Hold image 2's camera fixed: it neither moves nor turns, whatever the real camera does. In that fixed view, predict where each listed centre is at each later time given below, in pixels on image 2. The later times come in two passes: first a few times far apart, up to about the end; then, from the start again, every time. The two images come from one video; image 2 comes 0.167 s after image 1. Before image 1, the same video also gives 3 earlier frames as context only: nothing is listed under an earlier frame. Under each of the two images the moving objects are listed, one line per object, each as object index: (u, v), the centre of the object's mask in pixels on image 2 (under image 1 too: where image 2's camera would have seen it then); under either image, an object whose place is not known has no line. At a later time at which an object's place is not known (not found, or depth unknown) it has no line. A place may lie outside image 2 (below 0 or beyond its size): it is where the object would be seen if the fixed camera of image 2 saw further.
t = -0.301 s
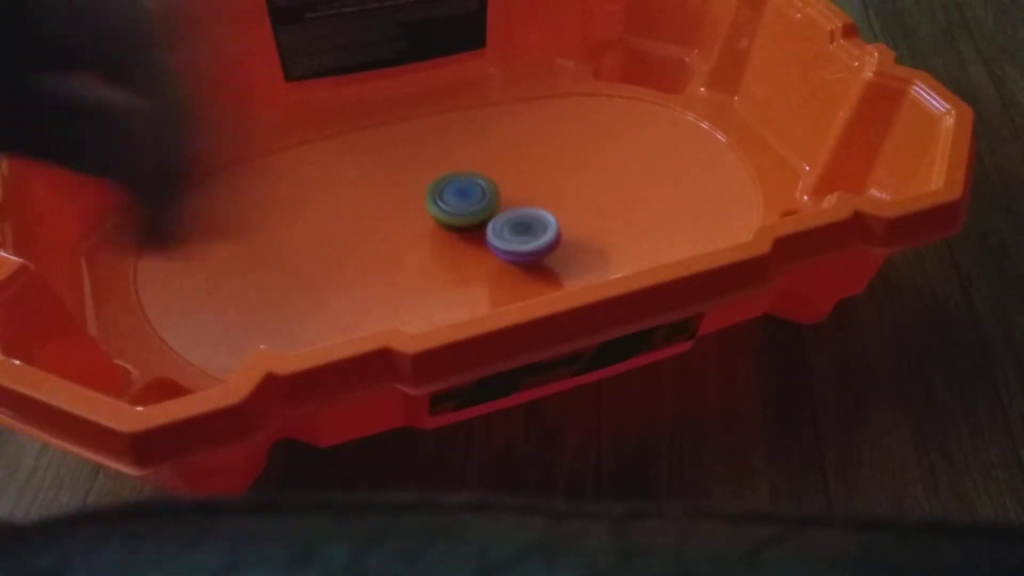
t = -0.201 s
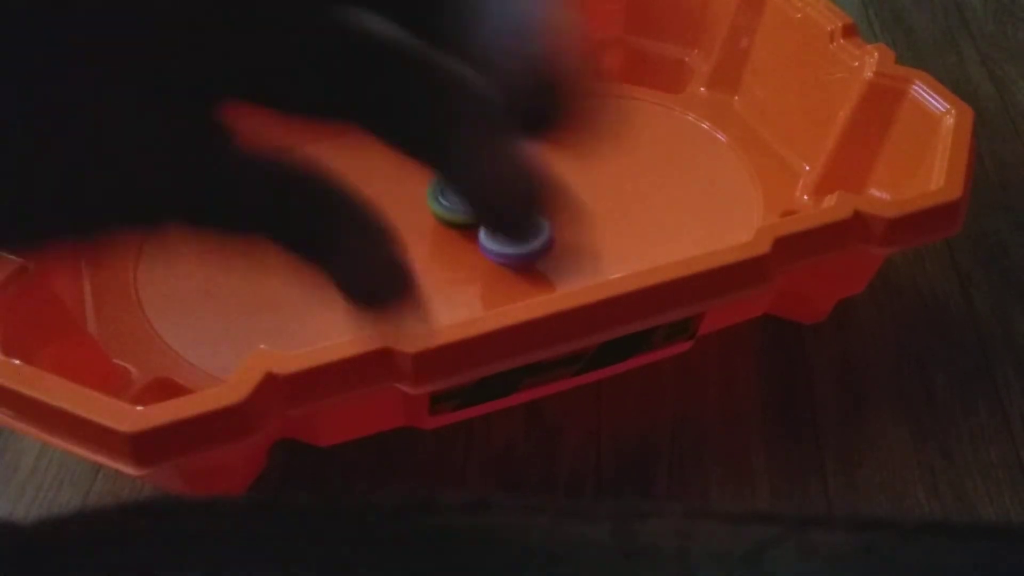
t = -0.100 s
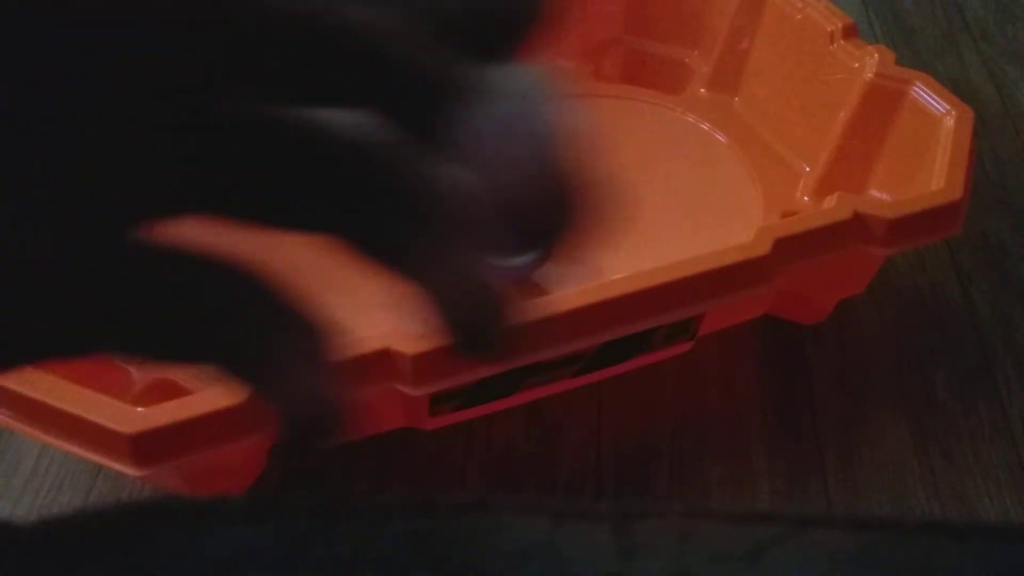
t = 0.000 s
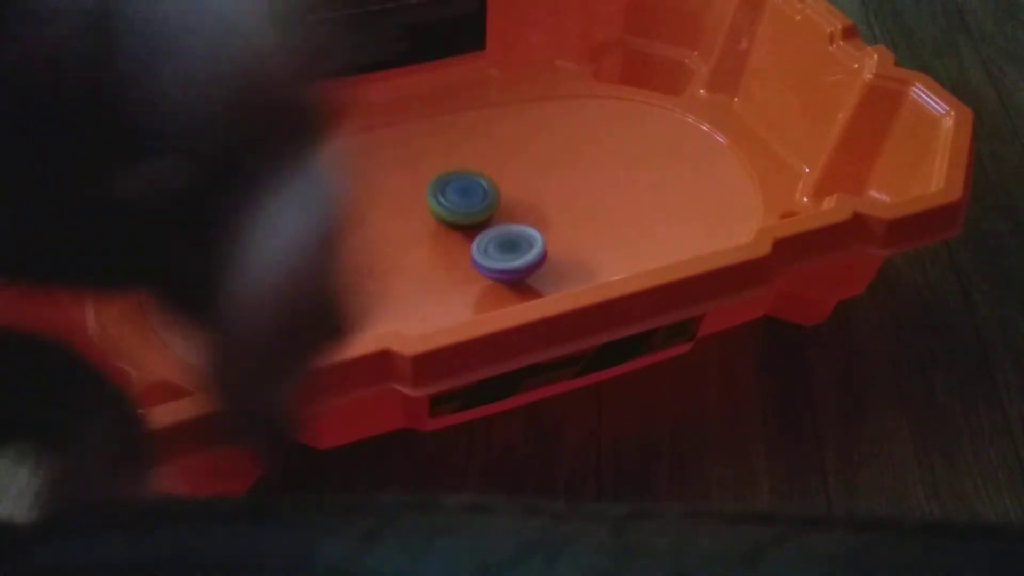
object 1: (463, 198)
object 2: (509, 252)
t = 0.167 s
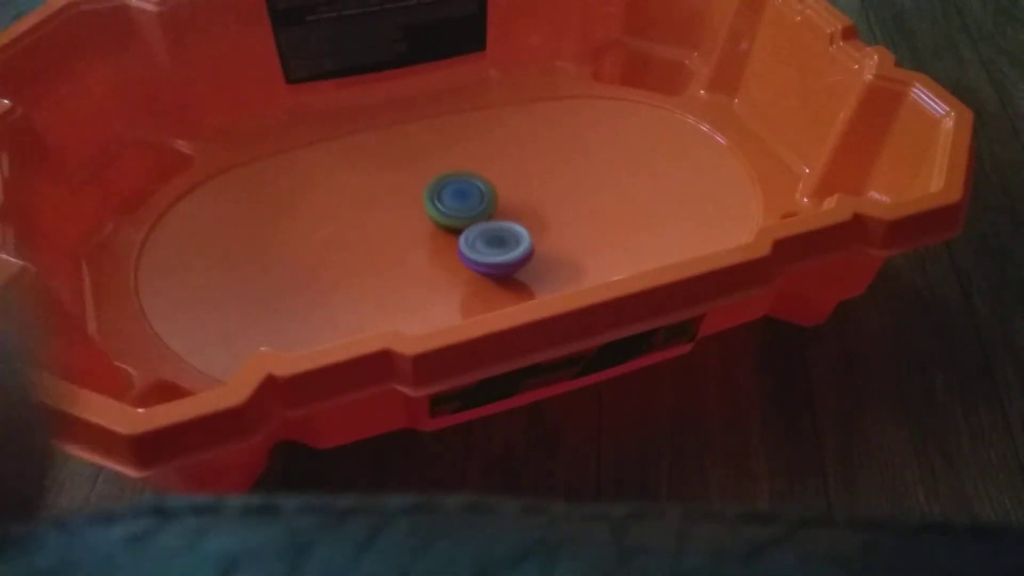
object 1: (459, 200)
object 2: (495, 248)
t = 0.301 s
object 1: (460, 196)
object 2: (485, 249)
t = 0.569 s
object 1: (464, 196)
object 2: (459, 250)
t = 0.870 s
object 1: (470, 203)
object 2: (425, 249)
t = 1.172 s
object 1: (473, 206)
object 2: (407, 236)
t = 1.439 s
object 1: (493, 204)
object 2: (397, 217)
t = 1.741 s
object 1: (505, 204)
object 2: (393, 214)
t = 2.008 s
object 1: (509, 205)
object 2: (426, 215)
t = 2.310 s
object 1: (520, 207)
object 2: (416, 216)
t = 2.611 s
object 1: (517, 207)
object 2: (412, 220)
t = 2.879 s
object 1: (518, 207)
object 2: (423, 215)
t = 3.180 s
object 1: (519, 206)
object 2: (440, 210)
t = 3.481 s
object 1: (520, 207)
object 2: (442, 204)
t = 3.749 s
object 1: (520, 210)
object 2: (434, 208)
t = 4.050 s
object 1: (519, 217)
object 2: (433, 205)
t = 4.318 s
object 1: (515, 217)
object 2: (438, 208)
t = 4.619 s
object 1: (520, 218)
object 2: (435, 207)
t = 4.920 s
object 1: (526, 220)
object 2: (445, 206)
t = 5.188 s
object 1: (528, 220)
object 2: (448, 205)
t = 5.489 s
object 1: (534, 221)
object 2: (440, 196)
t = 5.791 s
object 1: (528, 213)
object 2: (452, 199)
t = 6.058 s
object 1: (536, 209)
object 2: (444, 203)
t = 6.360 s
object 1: (534, 206)
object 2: (443, 202)
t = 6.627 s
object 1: (532, 208)
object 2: (449, 206)
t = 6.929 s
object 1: (531, 208)
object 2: (440, 198)
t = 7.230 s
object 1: (529, 207)
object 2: (449, 209)
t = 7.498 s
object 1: (524, 207)
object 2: (444, 211)
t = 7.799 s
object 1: (524, 208)
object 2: (447, 207)
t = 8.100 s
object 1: (525, 209)
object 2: (442, 198)
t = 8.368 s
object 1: (523, 208)
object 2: (448, 208)
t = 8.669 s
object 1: (521, 206)
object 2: (446, 206)
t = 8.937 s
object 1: (527, 212)
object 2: (437, 195)
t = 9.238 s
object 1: (520, 214)
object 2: (443, 203)
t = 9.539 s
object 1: (518, 210)
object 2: (443, 205)
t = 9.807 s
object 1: (522, 209)
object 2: (447, 208)
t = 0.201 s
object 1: (459, 199)
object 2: (492, 247)
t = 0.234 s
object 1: (459, 197)
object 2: (490, 248)
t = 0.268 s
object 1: (460, 196)
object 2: (488, 249)
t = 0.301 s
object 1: (460, 196)
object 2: (485, 249)
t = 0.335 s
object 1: (461, 196)
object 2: (483, 248)
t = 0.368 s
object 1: (461, 196)
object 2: (481, 247)
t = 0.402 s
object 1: (461, 196)
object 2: (478, 247)
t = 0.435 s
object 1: (461, 195)
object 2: (474, 249)
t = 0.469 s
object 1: (462, 195)
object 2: (470, 250)
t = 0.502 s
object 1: (463, 195)
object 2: (466, 250)
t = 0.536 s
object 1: (463, 195)
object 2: (463, 250)
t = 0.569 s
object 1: (464, 196)
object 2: (459, 250)
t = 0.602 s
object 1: (464, 196)
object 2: (455, 250)
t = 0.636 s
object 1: (465, 196)
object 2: (451, 249)
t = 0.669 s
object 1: (465, 197)
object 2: (447, 249)
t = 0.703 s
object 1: (466, 198)
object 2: (444, 249)
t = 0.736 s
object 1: (466, 198)
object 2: (441, 248)
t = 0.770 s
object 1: (467, 199)
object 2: (436, 248)
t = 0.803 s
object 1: (469, 201)
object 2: (431, 249)
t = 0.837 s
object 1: (469, 202)
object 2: (428, 249)
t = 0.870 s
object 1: (470, 203)
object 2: (425, 249)
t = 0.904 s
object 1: (469, 204)
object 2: (422, 248)
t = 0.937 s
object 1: (469, 204)
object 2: (419, 247)
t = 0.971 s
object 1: (470, 205)
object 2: (416, 246)
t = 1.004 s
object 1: (470, 205)
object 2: (414, 245)
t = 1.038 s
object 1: (471, 206)
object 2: (413, 243)
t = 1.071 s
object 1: (471, 206)
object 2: (411, 242)
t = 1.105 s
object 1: (472, 206)
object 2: (409, 240)
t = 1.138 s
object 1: (472, 208)
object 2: (408, 238)
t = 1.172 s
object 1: (473, 206)
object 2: (407, 236)
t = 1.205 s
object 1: (474, 206)
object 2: (407, 232)
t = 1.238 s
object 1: (475, 205)
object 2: (407, 229)
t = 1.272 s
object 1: (477, 206)
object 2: (407, 228)
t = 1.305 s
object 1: (478, 205)
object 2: (407, 226)
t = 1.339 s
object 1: (480, 206)
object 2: (407, 224)
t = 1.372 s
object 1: (481, 204)
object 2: (409, 221)
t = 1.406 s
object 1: (487, 203)
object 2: (403, 218)
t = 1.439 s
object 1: (493, 204)
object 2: (397, 217)
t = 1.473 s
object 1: (498, 205)
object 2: (394, 217)
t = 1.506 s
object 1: (500, 206)
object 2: (391, 217)
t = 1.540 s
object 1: (500, 206)
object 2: (389, 216)
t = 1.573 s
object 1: (501, 206)
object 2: (388, 215)
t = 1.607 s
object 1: (502, 205)
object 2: (388, 214)
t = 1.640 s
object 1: (503, 204)
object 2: (389, 214)
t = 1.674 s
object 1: (503, 204)
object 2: (389, 214)
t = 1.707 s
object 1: (504, 204)
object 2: (391, 214)
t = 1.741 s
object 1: (505, 204)
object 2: (393, 214)
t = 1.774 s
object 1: (506, 204)
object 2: (395, 213)
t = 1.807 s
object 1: (506, 204)
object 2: (398, 213)
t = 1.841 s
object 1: (506, 204)
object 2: (402, 212)
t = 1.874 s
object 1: (507, 204)
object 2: (406, 212)
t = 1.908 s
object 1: (507, 205)
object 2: (411, 214)
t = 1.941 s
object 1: (507, 205)
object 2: (416, 214)
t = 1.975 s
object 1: (508, 205)
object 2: (420, 214)
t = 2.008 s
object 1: (509, 205)
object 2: (426, 215)
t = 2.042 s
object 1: (509, 204)
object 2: (431, 215)
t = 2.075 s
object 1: (511, 205)
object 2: (434, 215)
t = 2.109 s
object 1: (517, 205)
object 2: (429, 215)
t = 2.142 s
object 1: (522, 206)
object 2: (425, 215)
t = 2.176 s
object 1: (522, 207)
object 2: (422, 215)
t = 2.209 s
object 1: (521, 207)
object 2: (420, 215)
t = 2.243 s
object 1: (521, 207)
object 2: (418, 216)
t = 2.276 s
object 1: (520, 207)
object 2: (416, 216)
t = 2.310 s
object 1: (520, 207)
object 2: (416, 216)
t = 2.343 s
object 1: (519, 207)
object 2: (415, 215)
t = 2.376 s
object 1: (519, 206)
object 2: (415, 216)
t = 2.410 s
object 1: (519, 206)
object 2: (414, 216)
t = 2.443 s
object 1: (518, 207)
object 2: (413, 216)
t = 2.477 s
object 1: (518, 207)
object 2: (413, 217)
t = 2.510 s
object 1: (517, 207)
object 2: (412, 218)
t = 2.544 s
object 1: (517, 207)
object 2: (412, 219)
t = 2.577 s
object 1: (517, 207)
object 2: (411, 219)
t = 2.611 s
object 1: (517, 207)
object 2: (412, 220)
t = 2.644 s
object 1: (517, 207)
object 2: (413, 220)
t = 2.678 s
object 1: (517, 207)
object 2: (414, 221)
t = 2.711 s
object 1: (517, 207)
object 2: (415, 221)
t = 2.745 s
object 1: (517, 207)
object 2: (416, 220)
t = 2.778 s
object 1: (517, 207)
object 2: (418, 219)
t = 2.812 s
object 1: (517, 207)
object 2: (419, 217)
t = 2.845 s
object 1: (518, 207)
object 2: (421, 216)
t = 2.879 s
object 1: (518, 207)
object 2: (423, 215)
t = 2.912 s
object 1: (518, 207)
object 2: (424, 213)
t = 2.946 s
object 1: (518, 207)
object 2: (426, 213)
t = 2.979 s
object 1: (518, 207)
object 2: (428, 212)
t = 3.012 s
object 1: (518, 207)
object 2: (430, 212)
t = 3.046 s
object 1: (518, 207)
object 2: (432, 211)
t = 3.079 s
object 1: (518, 206)
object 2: (434, 211)
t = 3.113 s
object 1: (518, 206)
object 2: (437, 211)
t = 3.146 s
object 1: (518, 205)
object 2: (440, 210)
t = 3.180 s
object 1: (519, 206)
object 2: (440, 210)
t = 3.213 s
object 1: (519, 206)
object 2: (440, 210)
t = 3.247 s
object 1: (519, 206)
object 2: (441, 209)
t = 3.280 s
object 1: (519, 206)
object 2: (442, 208)
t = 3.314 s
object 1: (520, 206)
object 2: (441, 207)
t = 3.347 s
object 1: (520, 206)
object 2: (440, 206)
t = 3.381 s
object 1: (520, 206)
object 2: (441, 205)
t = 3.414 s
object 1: (520, 206)
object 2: (442, 205)
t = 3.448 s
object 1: (520, 206)
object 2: (442, 204)
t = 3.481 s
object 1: (520, 207)
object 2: (442, 204)
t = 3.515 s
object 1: (520, 207)
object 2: (442, 205)
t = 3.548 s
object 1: (519, 207)
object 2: (442, 206)
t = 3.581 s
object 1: (520, 207)
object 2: (441, 206)
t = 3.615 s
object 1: (521, 208)
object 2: (438, 206)
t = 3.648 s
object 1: (521, 208)
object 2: (436, 207)
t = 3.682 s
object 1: (521, 209)
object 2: (435, 207)
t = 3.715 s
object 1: (520, 209)
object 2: (434, 208)
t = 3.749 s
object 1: (520, 210)
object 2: (434, 208)
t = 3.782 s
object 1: (519, 210)
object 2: (434, 209)
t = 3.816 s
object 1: (519, 211)
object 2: (435, 210)
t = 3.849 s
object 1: (518, 211)
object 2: (436, 210)
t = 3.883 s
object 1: (518, 212)
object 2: (437, 209)
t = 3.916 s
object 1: (518, 213)
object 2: (438, 209)
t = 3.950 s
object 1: (519, 214)
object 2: (436, 207)
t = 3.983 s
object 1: (519, 216)
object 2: (434, 206)
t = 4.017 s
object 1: (519, 217)
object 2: (434, 205)
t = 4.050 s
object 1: (519, 217)
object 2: (433, 205)
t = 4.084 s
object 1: (518, 217)
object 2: (434, 205)
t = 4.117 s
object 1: (517, 218)
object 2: (434, 206)
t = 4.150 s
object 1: (517, 218)
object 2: (436, 207)
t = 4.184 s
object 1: (516, 218)
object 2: (435, 207)
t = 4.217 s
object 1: (516, 218)
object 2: (436, 209)
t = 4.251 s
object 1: (516, 217)
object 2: (436, 208)
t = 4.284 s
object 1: (516, 217)
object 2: (438, 209)
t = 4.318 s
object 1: (515, 217)
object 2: (438, 208)
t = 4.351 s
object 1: (518, 217)
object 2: (436, 207)
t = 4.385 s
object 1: (519, 218)
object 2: (435, 205)
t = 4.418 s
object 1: (520, 218)
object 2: (435, 205)
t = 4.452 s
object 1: (519, 219)
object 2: (434, 205)
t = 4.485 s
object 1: (520, 219)
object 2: (434, 206)
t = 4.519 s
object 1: (520, 219)
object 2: (434, 206)
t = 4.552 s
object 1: (520, 218)
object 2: (434, 206)
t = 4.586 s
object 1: (520, 218)
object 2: (434, 206)
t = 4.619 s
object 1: (520, 218)
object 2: (435, 207)
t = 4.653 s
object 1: (521, 218)
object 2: (436, 207)
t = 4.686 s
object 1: (521, 218)
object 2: (437, 208)
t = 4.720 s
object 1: (522, 218)
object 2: (438, 208)
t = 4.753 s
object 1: (522, 218)
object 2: (440, 209)
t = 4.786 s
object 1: (523, 218)
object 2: (442, 208)
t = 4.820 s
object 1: (523, 218)
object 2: (444, 208)
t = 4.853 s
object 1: (523, 218)
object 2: (446, 207)
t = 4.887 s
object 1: (524, 219)
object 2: (447, 207)
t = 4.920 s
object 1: (526, 220)
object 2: (445, 206)
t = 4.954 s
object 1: (527, 220)
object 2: (443, 205)
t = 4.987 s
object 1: (528, 220)
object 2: (442, 203)
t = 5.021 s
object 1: (528, 220)
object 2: (443, 203)
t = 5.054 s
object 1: (528, 220)
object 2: (444, 203)
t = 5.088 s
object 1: (528, 220)
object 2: (446, 204)
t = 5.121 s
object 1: (528, 220)
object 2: (446, 204)
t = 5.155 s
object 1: (528, 220)
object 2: (448, 205)
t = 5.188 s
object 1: (528, 220)
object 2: (448, 205)
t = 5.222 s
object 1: (528, 220)
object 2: (450, 205)
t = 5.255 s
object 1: (528, 219)
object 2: (451, 206)
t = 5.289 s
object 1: (528, 220)
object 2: (451, 204)
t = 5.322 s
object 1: (533, 221)
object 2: (446, 200)
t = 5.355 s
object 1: (534, 222)
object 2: (443, 198)
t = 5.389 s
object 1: (534, 222)
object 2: (442, 197)
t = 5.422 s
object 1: (534, 221)
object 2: (442, 197)
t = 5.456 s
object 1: (534, 221)
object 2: (441, 196)
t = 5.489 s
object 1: (534, 221)
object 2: (440, 196)
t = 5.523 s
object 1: (533, 220)
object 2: (439, 194)
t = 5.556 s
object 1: (533, 220)
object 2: (440, 193)
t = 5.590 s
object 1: (532, 219)
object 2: (441, 193)
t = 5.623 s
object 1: (531, 219)
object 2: (443, 193)
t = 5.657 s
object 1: (530, 217)
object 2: (445, 194)
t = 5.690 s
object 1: (529, 216)
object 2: (447, 194)
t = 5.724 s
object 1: (528, 215)
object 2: (449, 196)
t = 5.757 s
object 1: (528, 214)
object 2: (450, 197)
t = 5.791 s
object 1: (528, 213)
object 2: (452, 199)
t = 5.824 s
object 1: (528, 213)
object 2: (453, 200)
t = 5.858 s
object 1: (529, 213)
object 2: (451, 201)
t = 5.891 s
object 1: (532, 212)
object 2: (449, 201)
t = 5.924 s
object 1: (533, 212)
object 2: (449, 201)
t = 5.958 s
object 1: (534, 211)
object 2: (448, 201)
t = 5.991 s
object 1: (534, 210)
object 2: (448, 202)
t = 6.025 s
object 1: (535, 209)
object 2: (446, 203)
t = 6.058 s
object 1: (536, 209)
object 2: (444, 203)
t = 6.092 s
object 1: (536, 208)
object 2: (442, 203)
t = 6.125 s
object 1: (536, 208)
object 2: (440, 203)
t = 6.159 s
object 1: (536, 208)
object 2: (440, 203)
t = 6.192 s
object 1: (536, 208)
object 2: (439, 202)
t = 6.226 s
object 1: (536, 208)
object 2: (438, 202)
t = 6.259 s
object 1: (535, 208)
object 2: (439, 202)
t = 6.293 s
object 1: (535, 207)
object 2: (439, 201)
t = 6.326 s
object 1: (534, 206)
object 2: (441, 201)
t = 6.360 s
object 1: (534, 206)
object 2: (443, 202)
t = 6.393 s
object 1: (534, 206)
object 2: (445, 202)
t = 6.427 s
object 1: (534, 206)
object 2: (448, 204)
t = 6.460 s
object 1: (533, 206)
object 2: (449, 205)
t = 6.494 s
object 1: (532, 206)
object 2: (451, 205)
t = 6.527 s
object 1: (531, 207)
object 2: (452, 206)
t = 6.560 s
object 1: (530, 207)
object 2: (453, 207)
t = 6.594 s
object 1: (530, 207)
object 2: (453, 206)
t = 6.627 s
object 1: (532, 208)
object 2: (449, 206)
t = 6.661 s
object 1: (533, 209)
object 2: (445, 206)
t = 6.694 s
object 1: (532, 209)
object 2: (443, 205)
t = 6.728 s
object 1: (532, 209)
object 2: (443, 204)
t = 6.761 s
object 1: (532, 209)
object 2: (442, 204)
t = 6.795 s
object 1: (532, 209)
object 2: (442, 202)
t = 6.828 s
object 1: (532, 209)
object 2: (441, 201)
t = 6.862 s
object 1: (531, 208)
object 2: (440, 200)
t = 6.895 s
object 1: (531, 208)
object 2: (440, 199)
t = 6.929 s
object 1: (531, 208)
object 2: (440, 198)
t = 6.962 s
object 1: (531, 208)
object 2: (441, 199)
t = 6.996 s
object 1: (530, 208)
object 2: (442, 199)
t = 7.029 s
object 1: (530, 208)
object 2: (444, 200)
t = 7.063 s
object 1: (530, 208)
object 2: (445, 202)
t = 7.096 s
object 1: (530, 208)
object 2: (446, 203)
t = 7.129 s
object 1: (530, 207)
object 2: (447, 205)
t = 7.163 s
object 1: (529, 207)
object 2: (447, 206)
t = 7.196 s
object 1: (529, 207)
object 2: (449, 208)
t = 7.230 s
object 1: (529, 207)
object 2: (449, 209)
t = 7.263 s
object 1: (528, 207)
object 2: (449, 210)
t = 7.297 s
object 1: (528, 207)
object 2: (449, 212)
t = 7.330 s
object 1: (527, 207)
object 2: (448, 212)
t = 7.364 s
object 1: (526, 207)
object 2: (447, 212)
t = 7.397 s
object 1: (526, 207)
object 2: (445, 213)
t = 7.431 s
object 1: (526, 207)
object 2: (444, 212)
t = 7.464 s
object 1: (525, 207)
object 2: (444, 211)
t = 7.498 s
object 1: (524, 207)
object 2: (444, 211)
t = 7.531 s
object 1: (524, 207)
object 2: (444, 209)
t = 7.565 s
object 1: (523, 207)
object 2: (445, 209)
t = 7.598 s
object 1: (523, 207)
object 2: (445, 208)
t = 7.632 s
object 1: (523, 206)
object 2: (445, 208)
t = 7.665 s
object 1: (523, 206)
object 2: (445, 208)
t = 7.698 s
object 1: (523, 206)
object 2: (446, 208)
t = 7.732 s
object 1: (524, 207)
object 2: (446, 207)
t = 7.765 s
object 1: (524, 208)
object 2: (447, 207)
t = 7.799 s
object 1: (524, 208)
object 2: (447, 207)
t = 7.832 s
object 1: (524, 209)
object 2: (447, 205)
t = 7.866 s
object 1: (525, 210)
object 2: (448, 206)
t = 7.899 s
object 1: (526, 211)
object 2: (447, 205)
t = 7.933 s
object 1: (525, 211)
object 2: (446, 202)
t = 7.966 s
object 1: (524, 210)
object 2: (443, 200)
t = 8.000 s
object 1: (525, 210)
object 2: (442, 199)
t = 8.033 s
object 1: (525, 209)
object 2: (441, 197)
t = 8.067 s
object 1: (525, 209)
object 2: (441, 197)
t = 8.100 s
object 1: (525, 209)
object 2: (442, 198)
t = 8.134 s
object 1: (524, 209)
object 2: (441, 199)
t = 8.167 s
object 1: (524, 209)
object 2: (441, 199)
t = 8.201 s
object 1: (523, 209)
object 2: (442, 200)
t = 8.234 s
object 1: (523, 209)
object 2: (444, 201)
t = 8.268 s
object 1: (523, 209)
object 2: (446, 202)
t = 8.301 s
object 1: (523, 209)
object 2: (447, 204)
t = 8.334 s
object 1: (523, 208)
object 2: (448, 206)
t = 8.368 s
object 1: (523, 208)
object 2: (448, 208)
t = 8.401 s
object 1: (523, 208)
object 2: (448, 210)
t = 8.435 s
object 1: (523, 208)
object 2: (447, 211)
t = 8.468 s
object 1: (522, 208)
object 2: (447, 211)
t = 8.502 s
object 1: (522, 207)
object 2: (446, 211)
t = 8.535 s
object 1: (522, 207)
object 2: (444, 211)
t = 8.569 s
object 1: (521, 207)
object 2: (443, 210)
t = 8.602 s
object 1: (522, 206)
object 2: (445, 209)
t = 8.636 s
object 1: (521, 206)
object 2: (446, 208)
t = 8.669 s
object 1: (521, 206)
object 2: (446, 206)
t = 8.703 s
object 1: (521, 206)
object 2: (444, 206)
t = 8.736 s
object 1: (524, 208)
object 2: (439, 202)
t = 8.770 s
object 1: (526, 210)
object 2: (434, 201)
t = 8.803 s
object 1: (526, 211)
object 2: (431, 198)
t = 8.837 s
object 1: (526, 211)
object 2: (431, 197)
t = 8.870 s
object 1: (527, 211)
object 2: (433, 196)
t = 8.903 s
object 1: (527, 212)
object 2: (434, 194)
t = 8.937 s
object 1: (527, 212)
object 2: (437, 195)
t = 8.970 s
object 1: (527, 213)
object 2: (439, 195)
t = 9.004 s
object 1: (527, 213)
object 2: (443, 196)
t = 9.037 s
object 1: (526, 213)
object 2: (445, 196)
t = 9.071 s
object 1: (525, 214)
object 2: (446, 198)
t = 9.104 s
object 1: (524, 214)
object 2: (443, 201)
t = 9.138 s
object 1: (523, 215)
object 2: (441, 202)
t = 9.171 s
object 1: (522, 215)
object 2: (441, 202)
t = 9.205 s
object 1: (521, 216)
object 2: (442, 203)
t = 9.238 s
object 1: (520, 214)
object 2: (443, 203)
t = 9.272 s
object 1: (519, 215)
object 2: (443, 205)
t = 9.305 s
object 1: (518, 214)
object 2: (444, 207)
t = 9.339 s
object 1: (517, 214)
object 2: (444, 209)
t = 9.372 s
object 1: (517, 213)
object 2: (444, 209)
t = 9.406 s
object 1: (516, 213)
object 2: (443, 208)
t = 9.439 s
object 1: (516, 212)
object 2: (442, 207)
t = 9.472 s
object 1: (516, 211)
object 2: (441, 207)
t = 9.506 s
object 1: (517, 210)
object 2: (441, 206)
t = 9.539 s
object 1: (518, 210)
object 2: (443, 205)
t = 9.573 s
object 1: (518, 209)
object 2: (443, 203)
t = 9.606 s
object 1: (520, 209)
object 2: (444, 205)
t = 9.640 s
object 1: (520, 209)
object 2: (444, 205)
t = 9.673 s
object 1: (520, 210)
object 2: (443, 205)
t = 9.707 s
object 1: (521, 209)
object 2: (444, 206)
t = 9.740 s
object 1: (521, 209)
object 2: (445, 206)
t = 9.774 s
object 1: (522, 208)
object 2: (446, 207)
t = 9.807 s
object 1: (522, 209)
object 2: (447, 208)
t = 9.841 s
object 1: (523, 209)
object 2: (449, 210)
